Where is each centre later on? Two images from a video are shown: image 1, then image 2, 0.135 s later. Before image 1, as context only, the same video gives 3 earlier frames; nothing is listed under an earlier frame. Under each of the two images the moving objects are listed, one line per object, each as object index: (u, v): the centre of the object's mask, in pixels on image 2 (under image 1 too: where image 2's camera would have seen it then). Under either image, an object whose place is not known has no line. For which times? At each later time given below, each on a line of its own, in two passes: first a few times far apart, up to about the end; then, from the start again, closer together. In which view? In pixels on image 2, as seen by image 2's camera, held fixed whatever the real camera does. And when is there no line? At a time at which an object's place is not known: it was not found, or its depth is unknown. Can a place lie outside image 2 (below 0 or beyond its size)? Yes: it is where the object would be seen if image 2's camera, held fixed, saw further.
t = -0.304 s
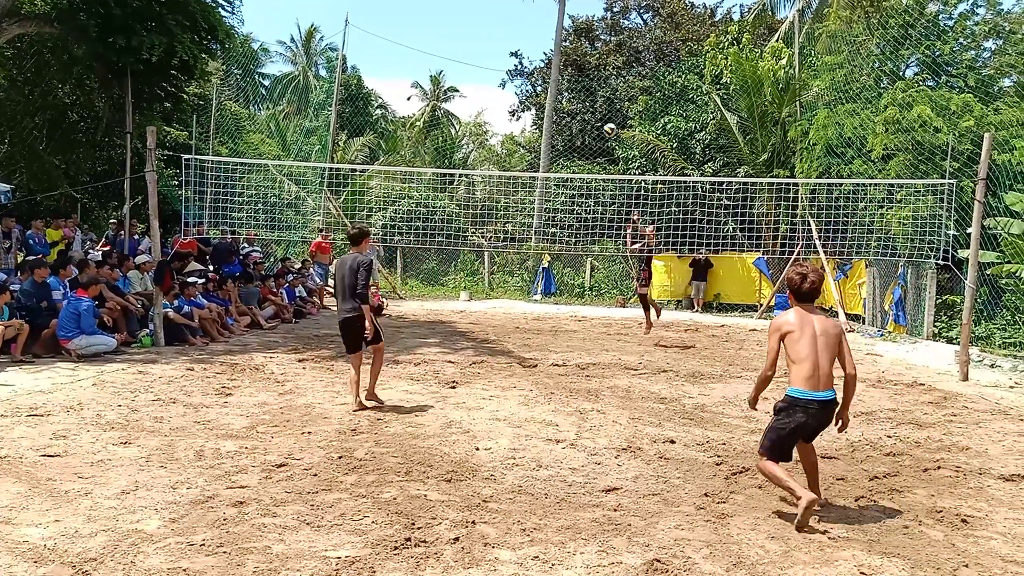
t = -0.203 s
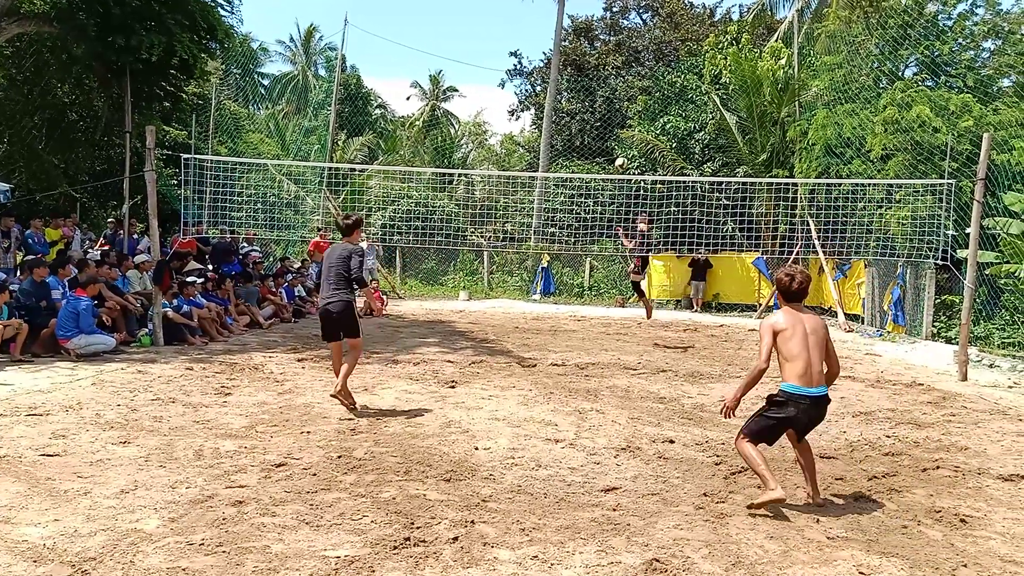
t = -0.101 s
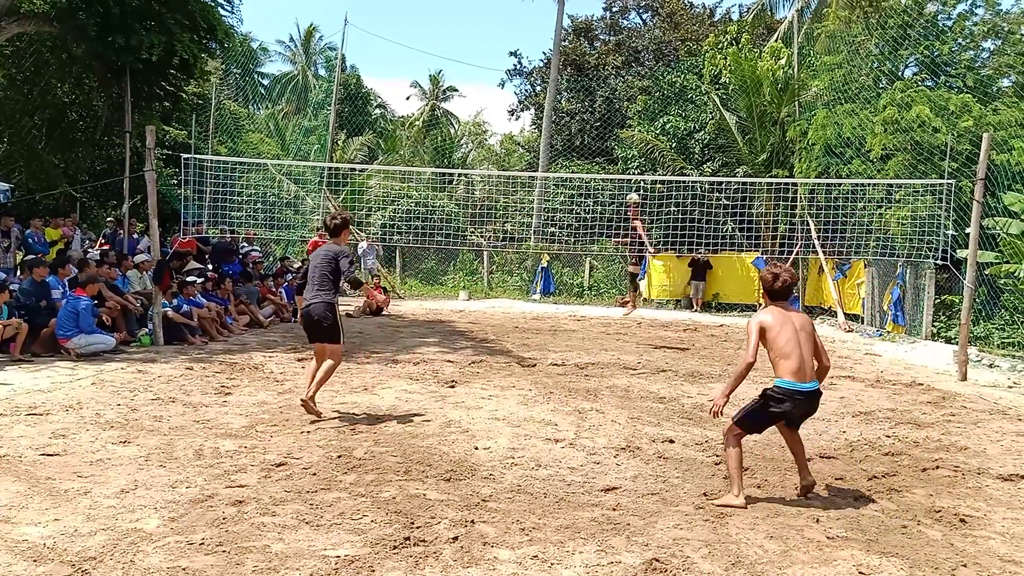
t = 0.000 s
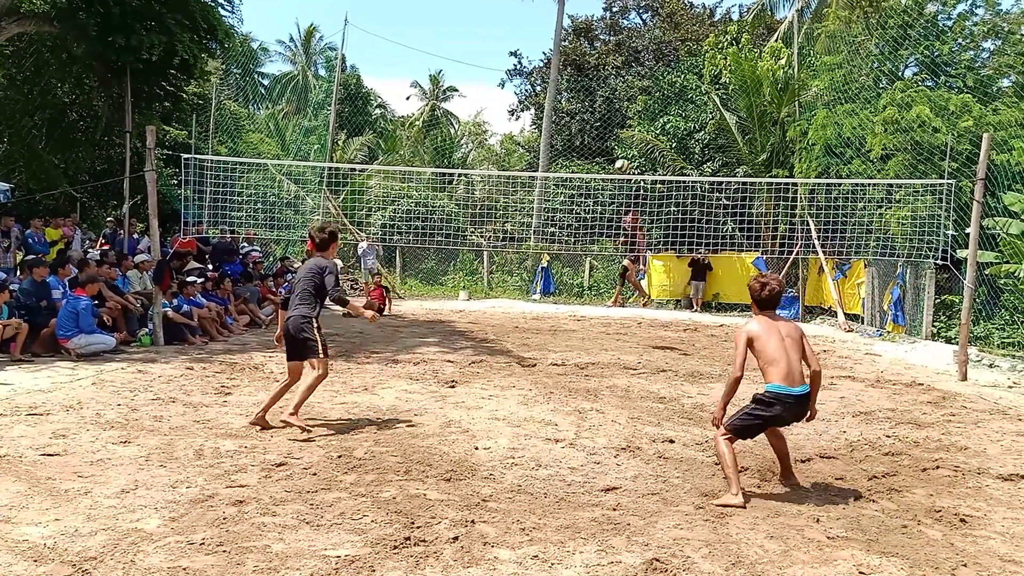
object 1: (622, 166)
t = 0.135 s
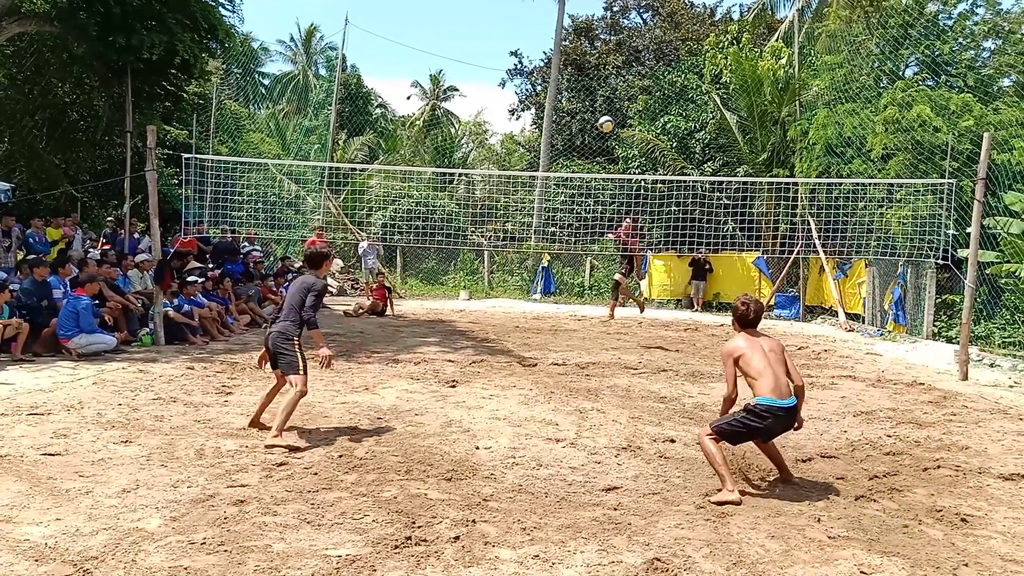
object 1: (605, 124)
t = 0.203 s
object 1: (596, 105)
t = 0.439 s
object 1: (552, 53)
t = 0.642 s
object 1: (498, 42)
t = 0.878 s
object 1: (388, 107)
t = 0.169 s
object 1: (601, 114)
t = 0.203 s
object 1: (596, 105)
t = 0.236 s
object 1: (591, 96)
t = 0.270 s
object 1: (586, 87)
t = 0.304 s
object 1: (579, 79)
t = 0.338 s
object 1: (573, 72)
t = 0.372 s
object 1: (567, 65)
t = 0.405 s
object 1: (560, 58)
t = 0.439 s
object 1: (552, 53)
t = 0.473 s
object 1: (546, 49)
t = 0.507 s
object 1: (538, 45)
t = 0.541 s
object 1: (529, 43)
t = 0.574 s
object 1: (520, 41)
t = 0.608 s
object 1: (510, 40)
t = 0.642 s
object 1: (498, 42)
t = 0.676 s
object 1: (487, 45)
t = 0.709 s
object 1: (474, 48)
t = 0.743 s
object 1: (460, 54)
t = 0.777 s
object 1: (444, 63)
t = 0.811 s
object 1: (427, 74)
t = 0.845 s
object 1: (409, 90)
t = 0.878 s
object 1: (388, 107)
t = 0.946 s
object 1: (339, 156)
